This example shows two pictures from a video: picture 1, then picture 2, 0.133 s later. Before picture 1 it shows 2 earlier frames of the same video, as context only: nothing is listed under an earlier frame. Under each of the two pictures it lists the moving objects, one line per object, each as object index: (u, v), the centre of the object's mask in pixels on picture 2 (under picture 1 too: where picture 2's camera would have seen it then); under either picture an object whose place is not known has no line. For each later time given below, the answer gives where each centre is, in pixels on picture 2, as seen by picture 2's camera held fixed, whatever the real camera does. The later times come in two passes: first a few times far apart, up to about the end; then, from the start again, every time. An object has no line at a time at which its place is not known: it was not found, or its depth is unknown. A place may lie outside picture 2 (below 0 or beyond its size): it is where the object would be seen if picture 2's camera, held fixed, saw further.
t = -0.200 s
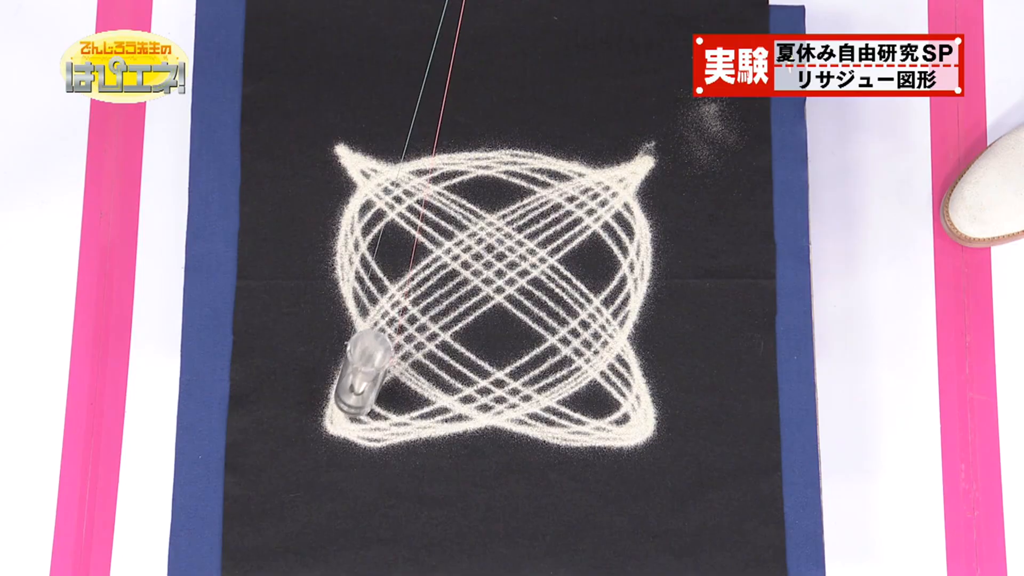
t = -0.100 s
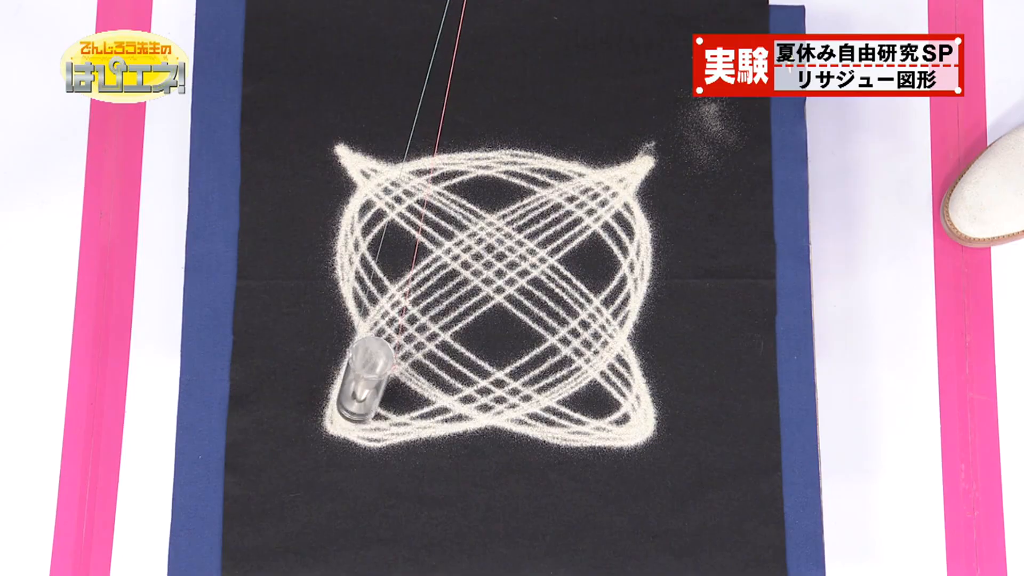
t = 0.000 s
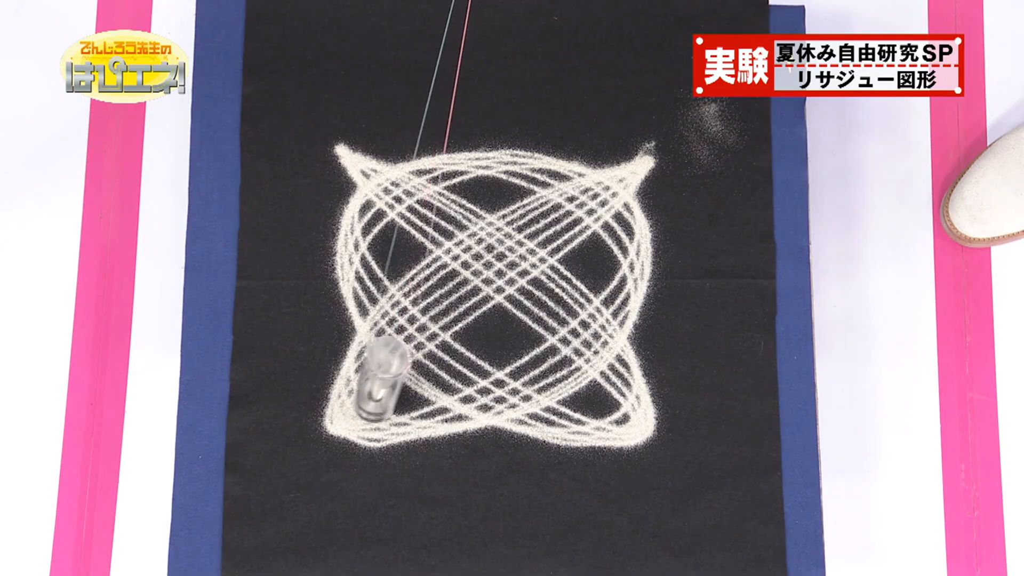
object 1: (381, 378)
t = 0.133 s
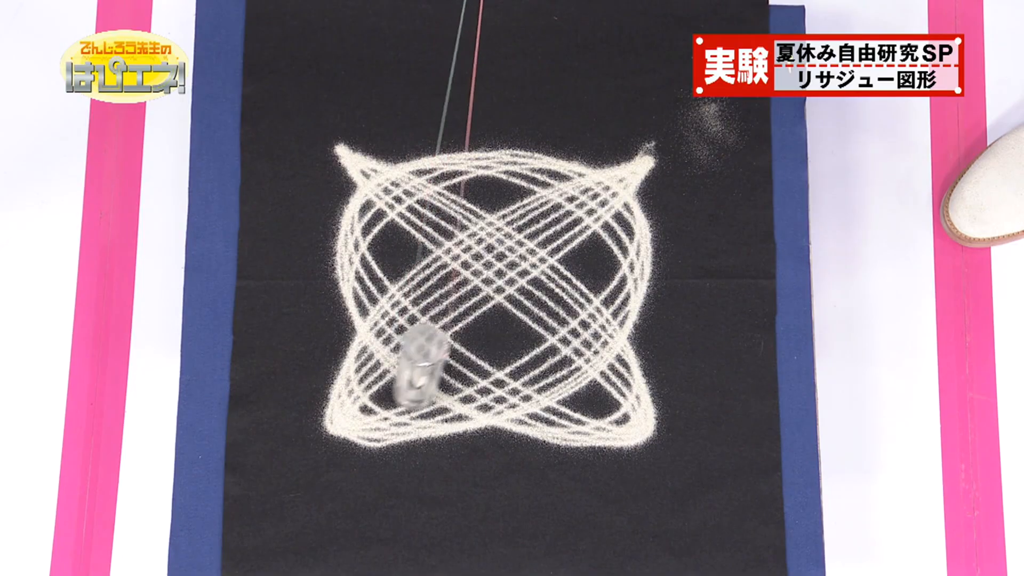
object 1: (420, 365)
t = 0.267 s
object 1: (473, 341)
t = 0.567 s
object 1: (589, 254)
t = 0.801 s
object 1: (625, 185)
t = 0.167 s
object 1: (433, 360)
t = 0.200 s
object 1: (446, 354)
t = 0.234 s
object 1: (459, 349)
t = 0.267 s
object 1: (473, 341)
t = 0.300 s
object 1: (487, 333)
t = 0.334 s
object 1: (501, 325)
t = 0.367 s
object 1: (515, 316)
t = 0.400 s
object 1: (529, 307)
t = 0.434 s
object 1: (543, 296)
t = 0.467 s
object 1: (555, 285)
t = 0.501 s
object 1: (567, 275)
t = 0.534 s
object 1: (579, 264)
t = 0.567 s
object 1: (589, 254)
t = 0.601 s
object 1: (598, 245)
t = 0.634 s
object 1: (606, 234)
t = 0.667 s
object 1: (613, 223)
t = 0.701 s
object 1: (618, 213)
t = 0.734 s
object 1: (622, 203)
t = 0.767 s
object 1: (624, 194)
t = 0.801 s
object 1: (625, 185)
